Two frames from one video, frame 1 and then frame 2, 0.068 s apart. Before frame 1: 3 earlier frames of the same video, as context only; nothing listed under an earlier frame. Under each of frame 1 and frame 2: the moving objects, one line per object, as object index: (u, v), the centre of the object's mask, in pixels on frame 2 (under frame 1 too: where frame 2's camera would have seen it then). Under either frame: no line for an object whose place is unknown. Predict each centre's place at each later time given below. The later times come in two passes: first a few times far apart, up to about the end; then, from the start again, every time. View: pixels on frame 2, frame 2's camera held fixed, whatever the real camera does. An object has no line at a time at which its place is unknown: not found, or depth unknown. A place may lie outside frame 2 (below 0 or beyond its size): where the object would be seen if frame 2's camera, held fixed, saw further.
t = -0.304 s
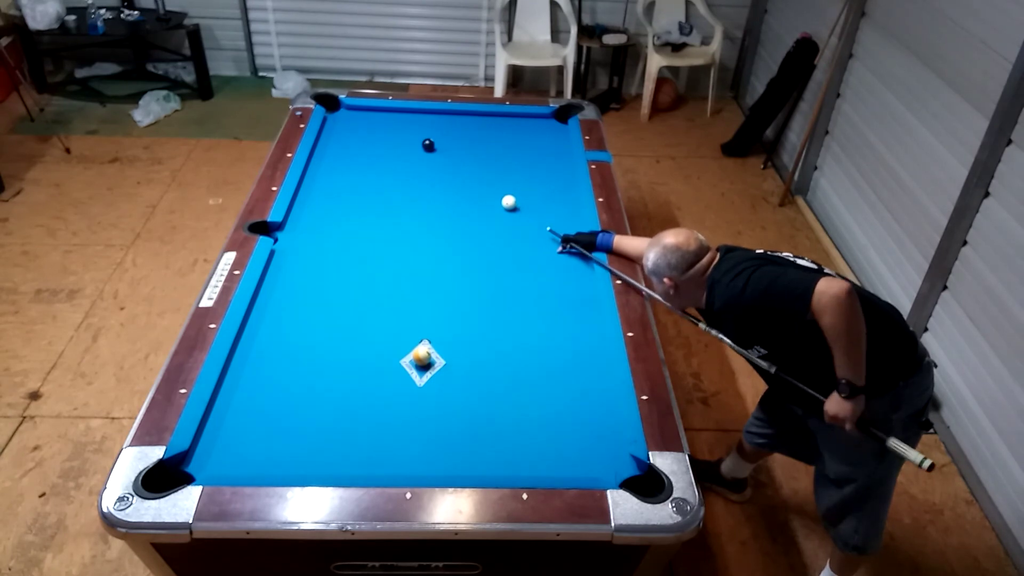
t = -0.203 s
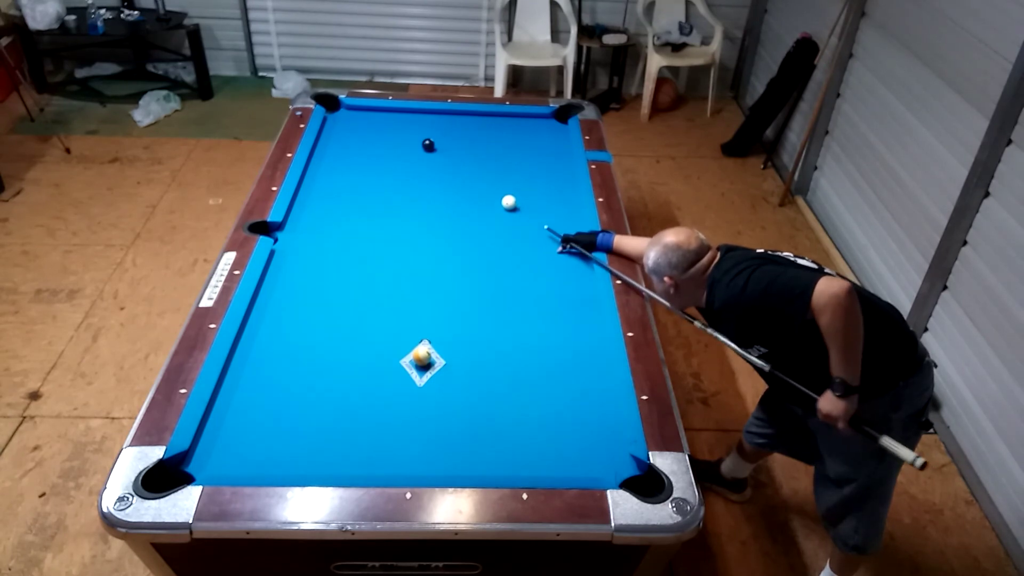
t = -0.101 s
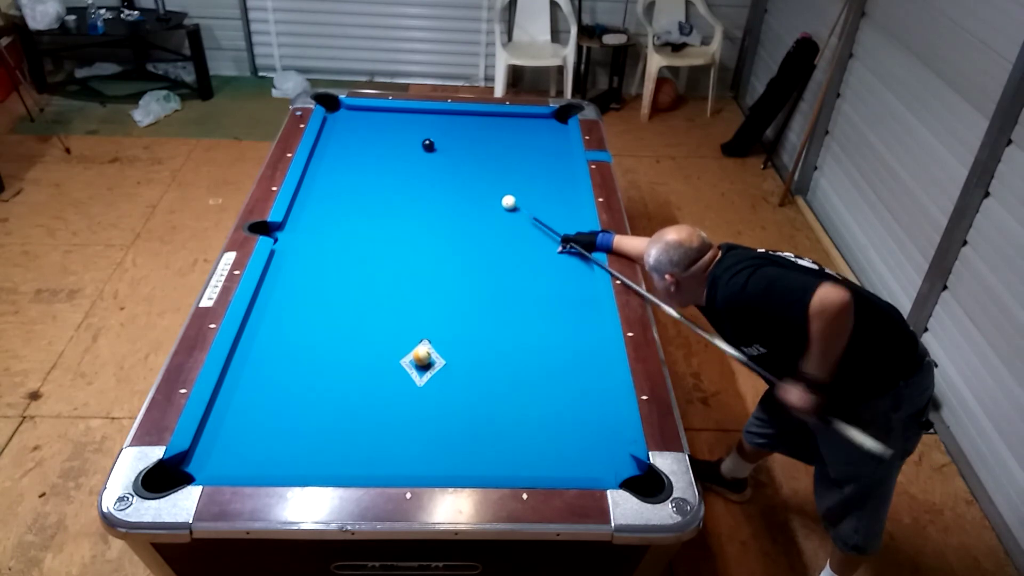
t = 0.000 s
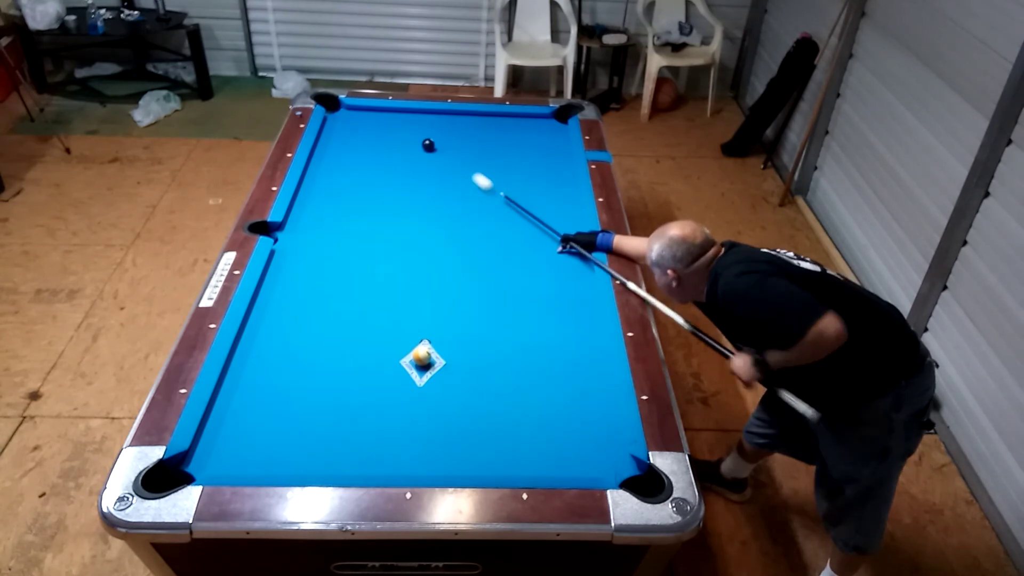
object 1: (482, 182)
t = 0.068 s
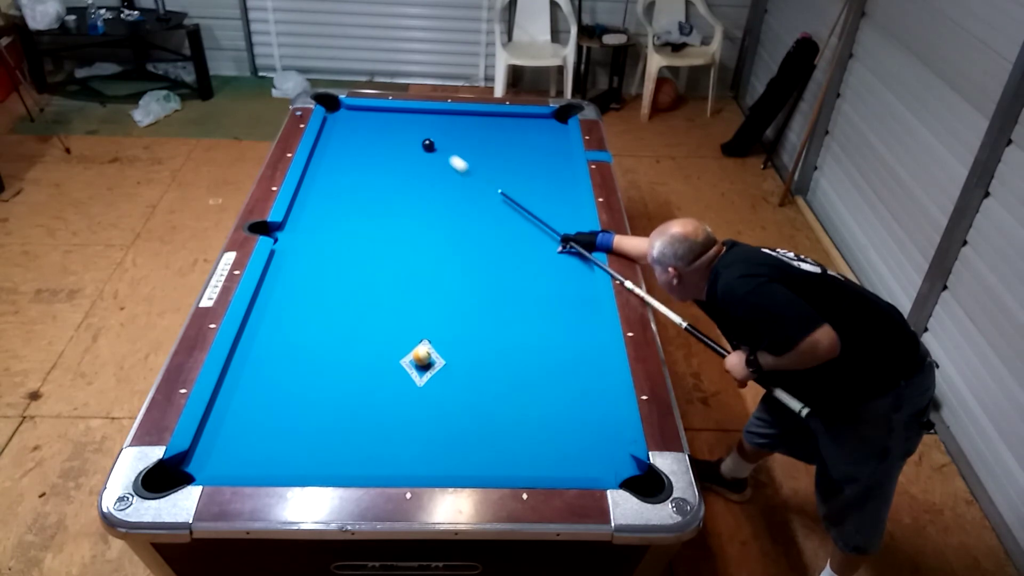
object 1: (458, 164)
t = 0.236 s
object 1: (447, 142)
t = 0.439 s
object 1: (453, 125)
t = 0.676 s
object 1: (460, 116)
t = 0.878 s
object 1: (471, 123)
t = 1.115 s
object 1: (484, 131)
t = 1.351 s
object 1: (497, 138)
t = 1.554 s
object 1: (507, 144)
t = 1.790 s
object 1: (520, 152)
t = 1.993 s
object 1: (530, 157)
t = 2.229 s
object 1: (543, 164)
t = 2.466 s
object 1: (554, 171)
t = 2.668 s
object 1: (564, 176)
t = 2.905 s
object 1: (569, 181)
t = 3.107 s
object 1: (566, 184)
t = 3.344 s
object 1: (562, 187)
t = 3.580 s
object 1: (559, 189)
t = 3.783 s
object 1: (556, 191)
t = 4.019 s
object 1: (554, 193)
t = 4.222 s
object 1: (554, 194)
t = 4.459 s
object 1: (554, 194)
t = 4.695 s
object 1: (554, 194)
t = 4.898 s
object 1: (554, 195)
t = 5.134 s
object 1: (554, 195)
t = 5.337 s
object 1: (554, 195)
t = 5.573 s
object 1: (554, 195)
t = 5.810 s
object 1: (554, 195)
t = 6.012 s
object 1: (554, 194)
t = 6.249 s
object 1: (554, 194)
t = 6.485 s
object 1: (554, 194)
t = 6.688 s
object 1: (554, 194)
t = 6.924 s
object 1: (554, 194)
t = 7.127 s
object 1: (554, 195)
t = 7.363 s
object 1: (554, 194)
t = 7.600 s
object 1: (554, 195)
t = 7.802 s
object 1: (554, 194)
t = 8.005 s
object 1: (554, 194)
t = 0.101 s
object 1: (448, 156)
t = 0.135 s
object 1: (439, 148)
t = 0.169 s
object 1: (441, 146)
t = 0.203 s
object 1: (444, 144)
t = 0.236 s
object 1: (447, 142)
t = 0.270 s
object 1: (449, 139)
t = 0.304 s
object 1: (450, 136)
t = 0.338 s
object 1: (451, 134)
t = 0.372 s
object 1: (452, 131)
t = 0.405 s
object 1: (453, 128)
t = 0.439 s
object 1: (453, 125)
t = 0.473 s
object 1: (454, 122)
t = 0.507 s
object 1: (454, 119)
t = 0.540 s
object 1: (455, 116)
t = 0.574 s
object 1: (455, 114)
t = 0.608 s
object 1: (457, 114)
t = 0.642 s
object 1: (458, 115)
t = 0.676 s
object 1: (460, 116)
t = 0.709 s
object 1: (462, 117)
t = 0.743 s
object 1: (464, 119)
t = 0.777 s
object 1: (466, 120)
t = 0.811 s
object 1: (468, 121)
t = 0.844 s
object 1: (469, 122)
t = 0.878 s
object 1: (471, 123)
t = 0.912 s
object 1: (473, 124)
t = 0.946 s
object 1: (475, 125)
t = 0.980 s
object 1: (476, 126)
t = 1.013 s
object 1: (478, 127)
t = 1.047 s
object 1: (480, 128)
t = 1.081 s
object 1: (482, 130)
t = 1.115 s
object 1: (484, 131)
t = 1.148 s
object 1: (485, 132)
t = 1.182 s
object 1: (487, 133)
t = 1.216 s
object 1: (489, 134)
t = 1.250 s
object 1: (491, 135)
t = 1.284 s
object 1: (493, 136)
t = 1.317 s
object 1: (495, 137)
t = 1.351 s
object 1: (497, 138)
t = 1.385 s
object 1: (498, 139)
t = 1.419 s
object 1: (500, 140)
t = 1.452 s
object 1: (502, 141)
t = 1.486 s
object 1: (504, 142)
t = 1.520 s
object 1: (506, 143)
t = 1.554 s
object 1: (507, 144)
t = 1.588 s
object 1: (509, 145)
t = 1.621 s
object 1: (511, 146)
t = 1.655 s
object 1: (513, 147)
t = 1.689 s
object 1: (514, 148)
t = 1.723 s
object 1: (516, 149)
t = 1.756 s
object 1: (518, 151)
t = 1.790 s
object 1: (520, 152)
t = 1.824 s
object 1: (522, 153)
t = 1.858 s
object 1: (523, 153)
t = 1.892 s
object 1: (525, 155)
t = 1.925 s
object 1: (527, 156)
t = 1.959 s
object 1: (529, 157)
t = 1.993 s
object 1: (530, 157)
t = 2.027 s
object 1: (532, 158)
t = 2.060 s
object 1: (534, 159)
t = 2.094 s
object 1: (536, 160)
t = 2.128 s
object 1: (537, 161)
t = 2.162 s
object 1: (539, 162)
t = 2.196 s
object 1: (541, 163)
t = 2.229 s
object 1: (543, 164)
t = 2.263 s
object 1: (544, 165)
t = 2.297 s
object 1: (546, 166)
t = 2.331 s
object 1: (547, 167)
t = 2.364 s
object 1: (549, 168)
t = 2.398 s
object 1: (551, 169)
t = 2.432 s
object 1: (552, 170)
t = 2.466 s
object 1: (554, 171)
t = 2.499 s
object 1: (556, 171)
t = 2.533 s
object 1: (557, 172)
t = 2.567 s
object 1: (559, 173)
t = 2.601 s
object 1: (561, 174)
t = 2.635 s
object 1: (562, 175)
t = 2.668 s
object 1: (564, 176)
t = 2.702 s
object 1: (565, 177)
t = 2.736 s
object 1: (567, 178)
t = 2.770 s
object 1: (569, 178)
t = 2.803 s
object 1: (570, 179)
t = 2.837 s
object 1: (570, 180)
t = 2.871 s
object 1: (570, 180)
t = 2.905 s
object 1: (569, 181)
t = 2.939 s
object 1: (568, 181)
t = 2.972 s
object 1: (568, 182)
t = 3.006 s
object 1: (567, 182)
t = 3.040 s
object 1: (567, 183)
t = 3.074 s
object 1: (566, 183)
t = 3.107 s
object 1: (566, 184)
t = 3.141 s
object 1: (565, 184)
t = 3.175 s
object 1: (564, 185)
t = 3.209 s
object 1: (564, 185)
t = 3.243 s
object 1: (563, 186)
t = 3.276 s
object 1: (563, 186)
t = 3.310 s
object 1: (562, 186)
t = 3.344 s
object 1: (562, 187)
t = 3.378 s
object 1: (561, 187)
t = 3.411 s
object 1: (561, 188)
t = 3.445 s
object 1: (560, 188)
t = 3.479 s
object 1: (560, 188)
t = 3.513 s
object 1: (560, 189)
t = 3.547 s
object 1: (559, 189)
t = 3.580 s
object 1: (559, 189)
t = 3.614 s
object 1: (558, 190)
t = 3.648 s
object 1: (558, 190)
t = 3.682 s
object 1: (557, 190)
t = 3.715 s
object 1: (557, 190)
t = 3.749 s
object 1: (557, 191)
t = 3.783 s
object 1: (556, 191)
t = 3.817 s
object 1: (556, 191)
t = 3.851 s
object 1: (556, 191)
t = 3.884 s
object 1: (555, 192)
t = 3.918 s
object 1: (555, 192)
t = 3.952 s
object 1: (555, 192)
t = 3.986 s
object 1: (555, 192)
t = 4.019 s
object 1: (554, 193)
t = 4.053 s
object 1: (554, 193)
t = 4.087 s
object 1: (554, 193)
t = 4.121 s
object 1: (554, 193)
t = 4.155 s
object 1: (554, 193)
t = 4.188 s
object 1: (554, 193)
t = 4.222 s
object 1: (554, 194)
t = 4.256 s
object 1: (554, 194)
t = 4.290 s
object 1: (554, 194)
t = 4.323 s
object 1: (554, 194)
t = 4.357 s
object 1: (554, 194)
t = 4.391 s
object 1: (554, 194)
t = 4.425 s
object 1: (554, 194)
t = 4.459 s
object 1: (554, 194)
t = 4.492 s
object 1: (554, 194)
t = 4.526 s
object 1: (554, 194)
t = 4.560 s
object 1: (554, 194)
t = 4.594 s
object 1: (554, 195)
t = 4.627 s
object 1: (554, 194)
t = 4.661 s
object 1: (554, 194)
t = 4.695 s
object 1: (554, 194)
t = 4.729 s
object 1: (554, 194)
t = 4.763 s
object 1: (554, 194)
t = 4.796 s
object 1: (554, 194)
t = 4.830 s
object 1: (554, 194)
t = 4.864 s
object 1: (554, 195)
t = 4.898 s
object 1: (554, 195)
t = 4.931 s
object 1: (554, 195)
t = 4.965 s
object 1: (554, 195)
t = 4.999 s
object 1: (554, 195)
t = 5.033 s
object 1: (554, 194)
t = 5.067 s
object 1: (554, 195)
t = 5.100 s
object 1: (554, 195)
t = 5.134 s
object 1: (554, 195)
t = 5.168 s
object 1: (554, 194)
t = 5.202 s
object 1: (554, 195)
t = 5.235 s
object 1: (554, 195)
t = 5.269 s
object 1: (554, 195)
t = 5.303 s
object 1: (554, 195)
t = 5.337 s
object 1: (554, 195)
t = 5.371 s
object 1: (554, 195)
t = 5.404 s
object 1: (554, 195)
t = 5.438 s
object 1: (554, 195)
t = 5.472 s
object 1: (554, 195)
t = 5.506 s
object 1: (554, 195)
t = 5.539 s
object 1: (554, 195)
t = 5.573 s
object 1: (554, 195)
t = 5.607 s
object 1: (554, 195)
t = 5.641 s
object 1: (554, 195)
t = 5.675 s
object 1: (554, 195)
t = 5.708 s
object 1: (554, 195)
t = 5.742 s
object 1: (554, 195)
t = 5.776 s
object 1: (554, 195)
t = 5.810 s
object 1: (554, 195)
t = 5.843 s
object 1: (554, 194)
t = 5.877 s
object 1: (554, 194)
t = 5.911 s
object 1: (554, 194)
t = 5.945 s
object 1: (554, 194)
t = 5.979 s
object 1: (554, 194)
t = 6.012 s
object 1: (554, 194)
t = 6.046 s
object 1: (554, 194)
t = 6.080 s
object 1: (554, 194)
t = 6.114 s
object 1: (554, 194)
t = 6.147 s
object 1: (554, 194)
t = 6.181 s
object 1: (554, 195)
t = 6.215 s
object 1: (554, 194)
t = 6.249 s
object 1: (554, 194)
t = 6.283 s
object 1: (554, 194)
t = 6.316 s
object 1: (554, 194)
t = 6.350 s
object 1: (554, 194)
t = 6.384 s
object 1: (554, 194)
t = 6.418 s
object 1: (554, 194)
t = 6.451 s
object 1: (554, 194)
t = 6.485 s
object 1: (554, 194)
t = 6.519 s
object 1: (554, 194)
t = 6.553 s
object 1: (554, 194)
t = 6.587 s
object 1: (554, 194)
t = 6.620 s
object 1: (554, 194)
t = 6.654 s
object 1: (554, 194)
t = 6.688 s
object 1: (554, 194)
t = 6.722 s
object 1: (554, 194)
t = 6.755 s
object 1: (554, 194)
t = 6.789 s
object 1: (554, 194)
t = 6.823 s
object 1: (554, 194)
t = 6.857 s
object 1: (554, 195)
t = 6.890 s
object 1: (554, 195)
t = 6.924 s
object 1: (554, 194)
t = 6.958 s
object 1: (554, 195)
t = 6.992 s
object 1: (554, 195)
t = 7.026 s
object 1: (554, 195)
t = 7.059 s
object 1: (554, 195)
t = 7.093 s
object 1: (554, 195)
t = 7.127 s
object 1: (554, 195)
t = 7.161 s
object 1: (554, 194)
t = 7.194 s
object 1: (554, 194)
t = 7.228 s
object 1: (554, 194)
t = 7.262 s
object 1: (554, 194)
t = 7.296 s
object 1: (554, 194)
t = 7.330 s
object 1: (554, 194)
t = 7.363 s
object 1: (554, 194)
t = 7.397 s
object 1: (554, 195)
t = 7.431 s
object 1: (554, 194)
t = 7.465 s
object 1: (554, 194)
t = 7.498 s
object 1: (554, 194)
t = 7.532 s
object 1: (554, 194)
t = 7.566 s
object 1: (554, 194)
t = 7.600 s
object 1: (554, 195)
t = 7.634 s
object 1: (554, 194)
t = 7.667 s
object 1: (554, 194)
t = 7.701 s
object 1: (554, 194)
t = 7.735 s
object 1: (554, 194)
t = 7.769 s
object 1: (554, 194)
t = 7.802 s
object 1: (554, 194)
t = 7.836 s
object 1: (554, 195)
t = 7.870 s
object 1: (554, 194)
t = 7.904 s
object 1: (554, 195)
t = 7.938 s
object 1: (554, 194)
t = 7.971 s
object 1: (554, 195)
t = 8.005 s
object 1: (554, 194)
